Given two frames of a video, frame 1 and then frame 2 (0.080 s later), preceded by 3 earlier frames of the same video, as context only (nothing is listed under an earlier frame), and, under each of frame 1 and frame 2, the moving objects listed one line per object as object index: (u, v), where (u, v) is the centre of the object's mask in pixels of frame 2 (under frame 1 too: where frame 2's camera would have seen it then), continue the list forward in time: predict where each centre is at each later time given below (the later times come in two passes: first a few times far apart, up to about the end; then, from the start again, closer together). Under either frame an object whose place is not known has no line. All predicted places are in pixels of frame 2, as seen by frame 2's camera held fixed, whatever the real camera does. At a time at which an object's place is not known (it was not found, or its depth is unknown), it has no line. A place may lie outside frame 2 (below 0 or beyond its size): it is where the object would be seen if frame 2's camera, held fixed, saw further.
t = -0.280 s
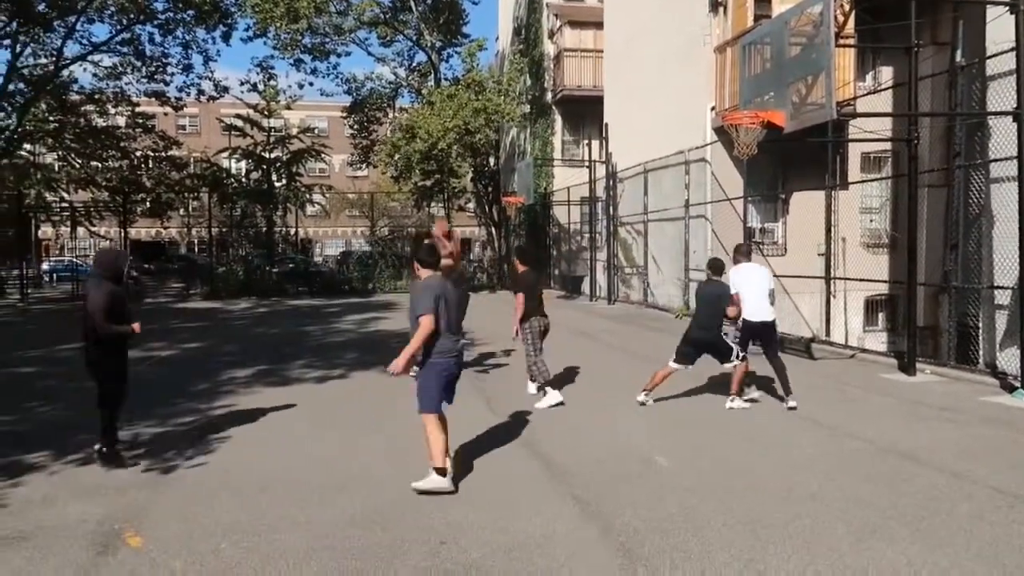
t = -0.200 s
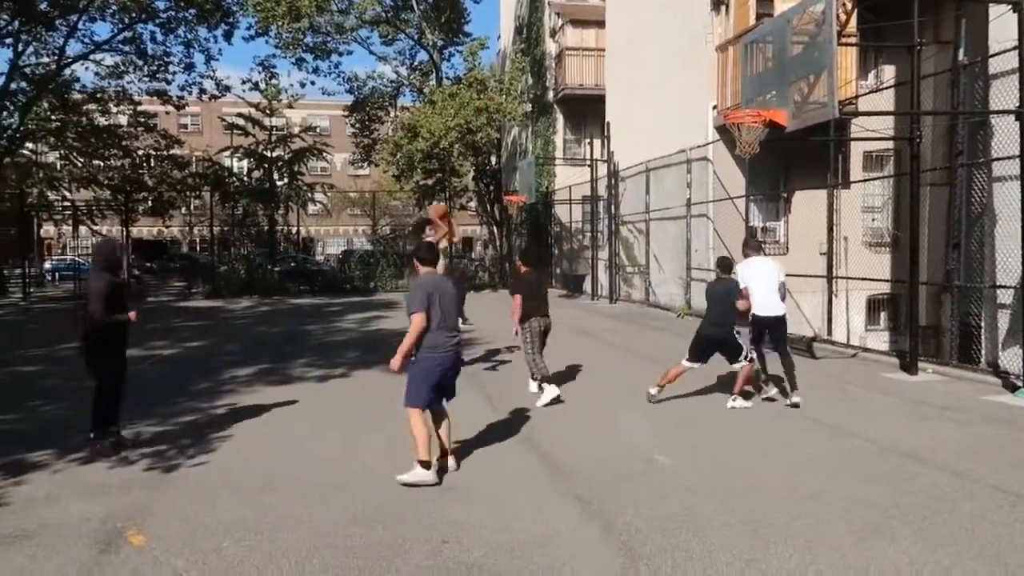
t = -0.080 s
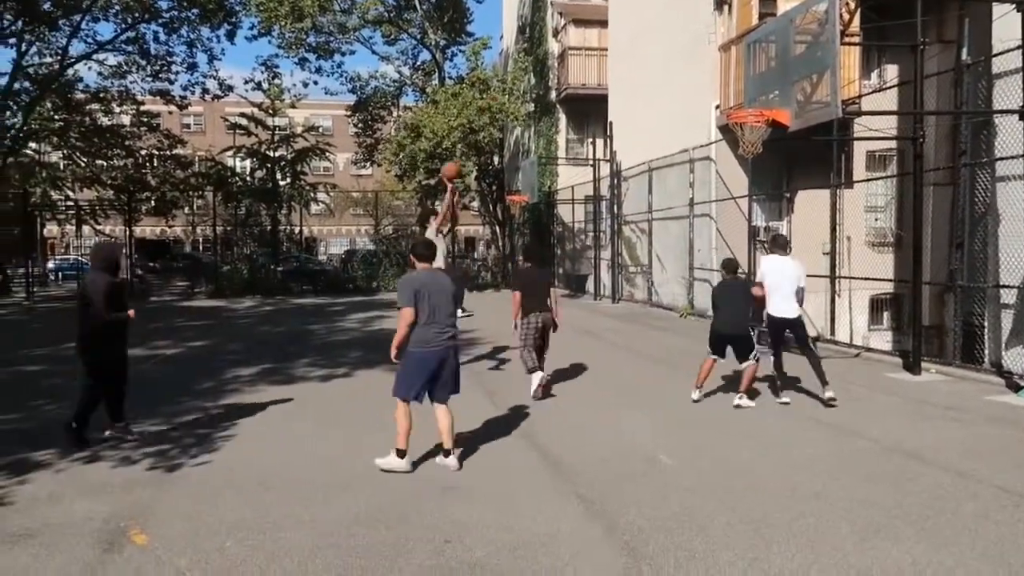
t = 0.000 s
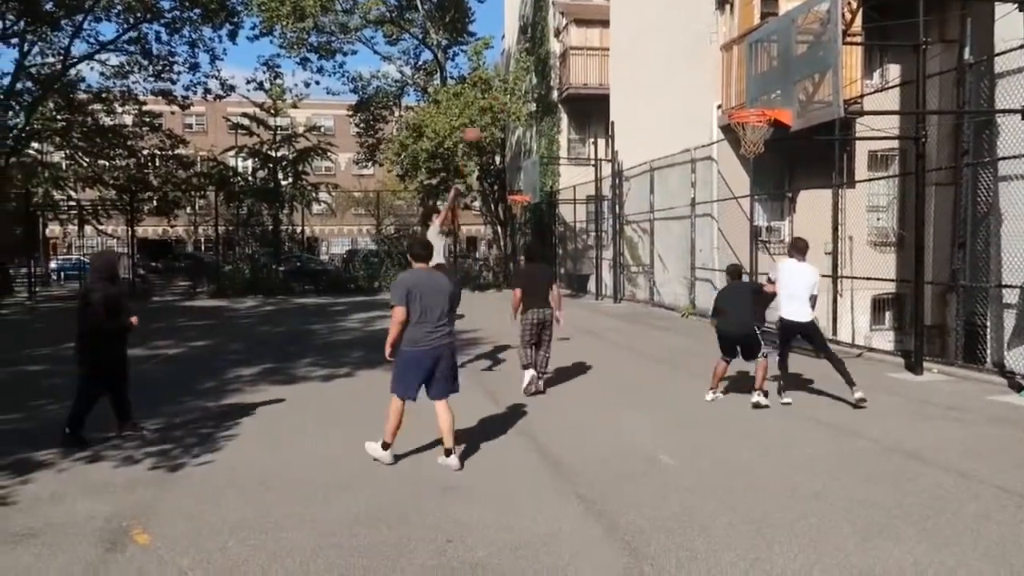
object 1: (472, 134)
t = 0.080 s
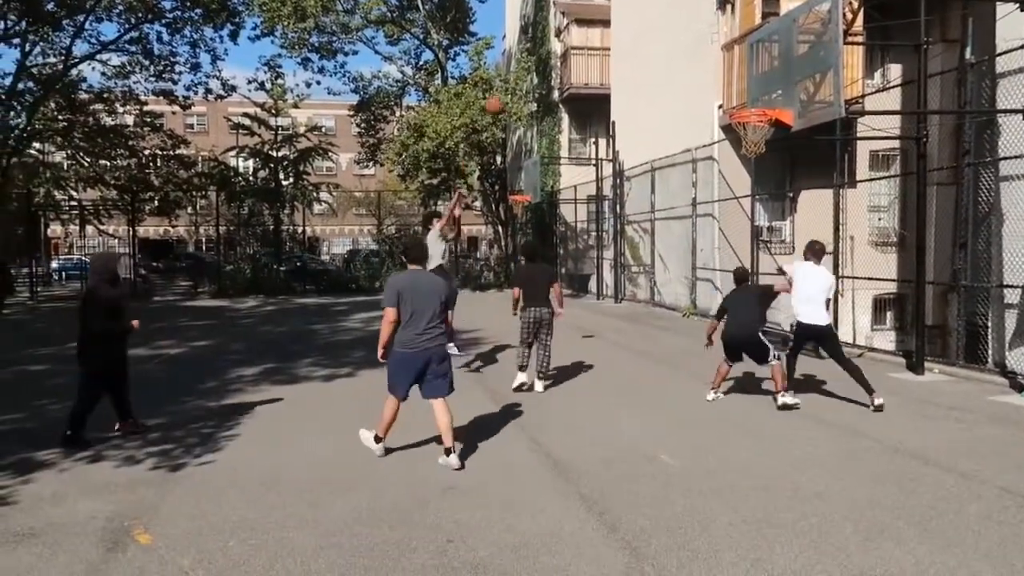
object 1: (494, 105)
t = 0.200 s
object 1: (530, 67)
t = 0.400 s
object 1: (590, 29)
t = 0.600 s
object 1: (655, 22)
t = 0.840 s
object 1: (738, 62)
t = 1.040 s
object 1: (777, 77)
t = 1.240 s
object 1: (769, 44)
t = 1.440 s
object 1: (762, 52)
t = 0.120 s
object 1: (505, 92)
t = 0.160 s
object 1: (518, 79)
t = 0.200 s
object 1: (530, 67)
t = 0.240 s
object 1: (541, 57)
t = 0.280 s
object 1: (554, 48)
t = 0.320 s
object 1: (565, 41)
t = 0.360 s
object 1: (578, 34)
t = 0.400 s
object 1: (590, 29)
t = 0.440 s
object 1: (602, 26)
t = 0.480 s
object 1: (615, 22)
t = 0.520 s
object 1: (628, 21)
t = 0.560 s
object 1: (642, 20)
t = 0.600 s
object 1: (655, 22)
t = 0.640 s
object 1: (668, 25)
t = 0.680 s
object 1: (682, 29)
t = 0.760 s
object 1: (709, 43)
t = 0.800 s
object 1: (724, 52)
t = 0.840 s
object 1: (738, 62)
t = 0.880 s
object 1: (753, 75)
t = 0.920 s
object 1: (768, 88)
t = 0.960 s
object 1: (780, 98)
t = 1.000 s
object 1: (779, 86)
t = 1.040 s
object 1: (777, 77)
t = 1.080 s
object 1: (775, 67)
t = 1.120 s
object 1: (774, 59)
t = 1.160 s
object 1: (772, 52)
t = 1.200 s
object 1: (771, 47)
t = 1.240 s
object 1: (769, 44)
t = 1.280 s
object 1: (768, 44)
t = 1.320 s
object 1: (766, 43)
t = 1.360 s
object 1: (765, 45)
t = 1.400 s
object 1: (763, 48)
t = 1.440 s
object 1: (762, 52)
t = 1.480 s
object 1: (759, 59)
